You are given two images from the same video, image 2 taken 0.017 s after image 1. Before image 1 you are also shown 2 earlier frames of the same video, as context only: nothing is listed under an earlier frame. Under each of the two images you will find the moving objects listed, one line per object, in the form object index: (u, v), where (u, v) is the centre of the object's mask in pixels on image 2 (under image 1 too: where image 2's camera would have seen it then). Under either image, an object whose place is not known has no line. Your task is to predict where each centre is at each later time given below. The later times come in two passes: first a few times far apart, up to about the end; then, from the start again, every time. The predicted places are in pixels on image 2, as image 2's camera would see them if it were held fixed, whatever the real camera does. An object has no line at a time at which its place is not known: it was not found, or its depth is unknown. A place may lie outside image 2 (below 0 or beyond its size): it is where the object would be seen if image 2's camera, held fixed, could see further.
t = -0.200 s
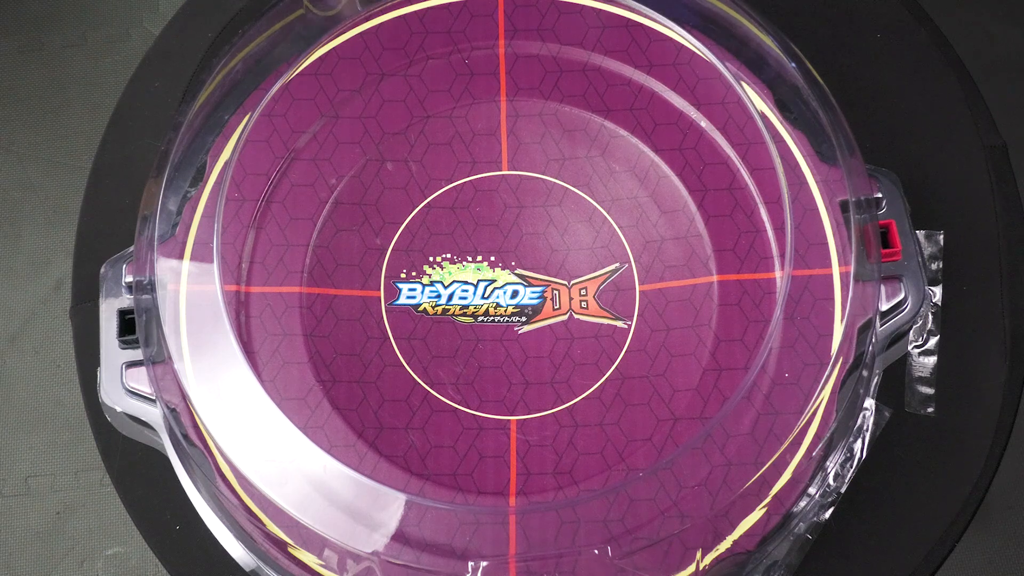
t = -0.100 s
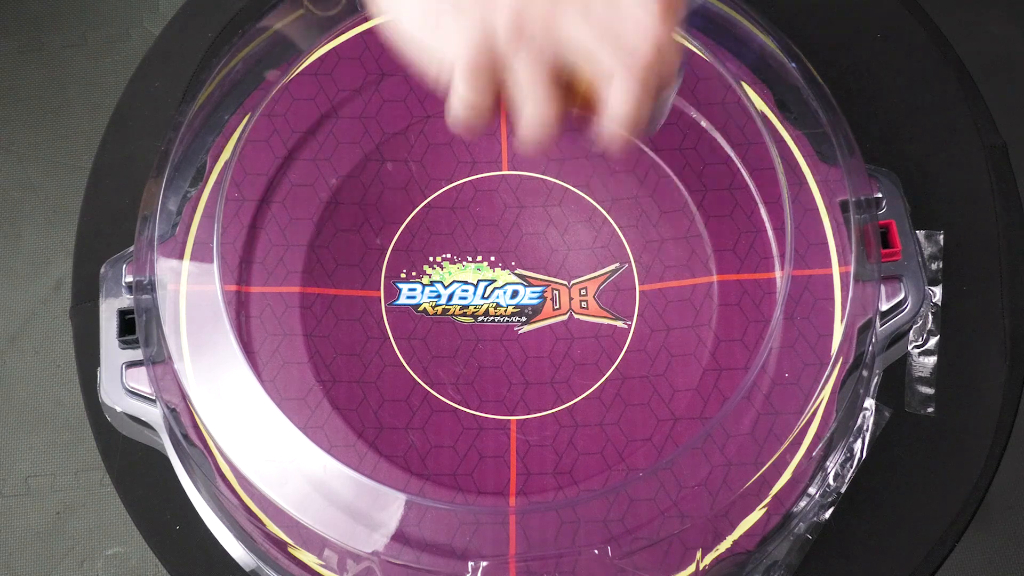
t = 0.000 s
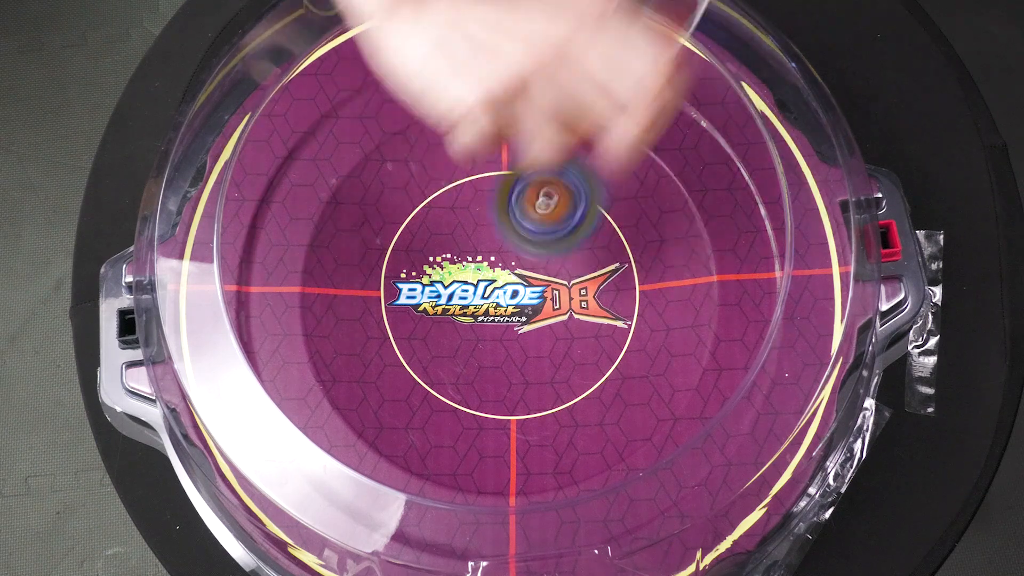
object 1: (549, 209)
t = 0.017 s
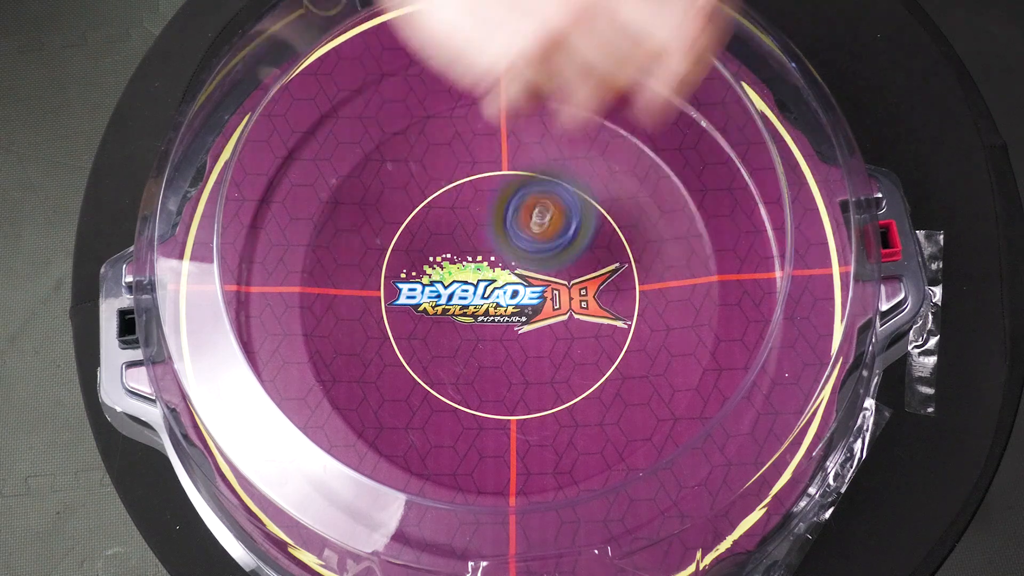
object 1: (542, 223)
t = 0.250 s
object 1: (471, 253)
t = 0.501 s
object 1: (518, 280)
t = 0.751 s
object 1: (526, 279)
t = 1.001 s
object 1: (461, 299)
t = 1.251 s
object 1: (523, 279)
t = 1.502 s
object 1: (497, 271)
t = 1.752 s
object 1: (512, 330)
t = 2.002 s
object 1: (543, 247)
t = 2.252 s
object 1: (445, 243)
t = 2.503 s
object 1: (527, 355)
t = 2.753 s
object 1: (582, 223)
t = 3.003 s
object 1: (417, 209)
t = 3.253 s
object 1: (498, 388)
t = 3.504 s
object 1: (654, 277)
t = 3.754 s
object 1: (470, 170)
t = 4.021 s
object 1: (416, 358)
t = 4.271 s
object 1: (619, 339)
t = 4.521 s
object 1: (567, 145)
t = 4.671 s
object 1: (427, 165)
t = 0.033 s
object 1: (539, 236)
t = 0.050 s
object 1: (533, 250)
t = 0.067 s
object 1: (527, 247)
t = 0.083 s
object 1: (520, 242)
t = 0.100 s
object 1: (514, 239)
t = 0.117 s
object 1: (506, 238)
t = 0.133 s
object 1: (500, 238)
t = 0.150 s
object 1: (494, 239)
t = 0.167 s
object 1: (489, 243)
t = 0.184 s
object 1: (483, 247)
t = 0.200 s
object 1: (479, 254)
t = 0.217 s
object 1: (475, 256)
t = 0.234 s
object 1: (473, 255)
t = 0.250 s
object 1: (471, 253)
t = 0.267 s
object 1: (469, 254)
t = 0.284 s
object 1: (469, 256)
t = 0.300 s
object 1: (468, 259)
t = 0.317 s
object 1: (469, 264)
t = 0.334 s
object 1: (469, 267)
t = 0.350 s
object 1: (473, 266)
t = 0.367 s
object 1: (478, 266)
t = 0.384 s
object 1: (483, 267)
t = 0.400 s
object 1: (488, 270)
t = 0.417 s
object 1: (494, 275)
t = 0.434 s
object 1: (500, 280)
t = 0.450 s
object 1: (504, 280)
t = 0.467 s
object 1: (508, 280)
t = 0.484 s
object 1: (513, 279)
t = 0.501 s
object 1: (518, 280)
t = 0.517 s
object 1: (523, 280)
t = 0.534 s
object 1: (527, 280)
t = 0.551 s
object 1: (532, 282)
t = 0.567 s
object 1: (535, 283)
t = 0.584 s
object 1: (536, 283)
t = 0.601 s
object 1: (539, 285)
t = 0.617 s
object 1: (541, 287)
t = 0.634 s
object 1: (542, 286)
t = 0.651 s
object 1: (541, 286)
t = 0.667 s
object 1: (540, 285)
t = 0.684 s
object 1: (539, 284)
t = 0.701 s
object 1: (537, 283)
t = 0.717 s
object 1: (534, 282)
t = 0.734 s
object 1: (531, 280)
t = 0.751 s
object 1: (526, 279)
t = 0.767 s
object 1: (520, 278)
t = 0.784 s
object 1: (515, 277)
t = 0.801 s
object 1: (508, 277)
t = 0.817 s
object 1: (502, 277)
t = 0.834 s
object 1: (495, 277)
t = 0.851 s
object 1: (488, 278)
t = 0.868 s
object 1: (482, 279)
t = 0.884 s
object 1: (475, 281)
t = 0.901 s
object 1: (470, 282)
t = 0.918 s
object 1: (465, 286)
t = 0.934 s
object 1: (462, 287)
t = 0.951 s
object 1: (461, 288)
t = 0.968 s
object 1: (460, 294)
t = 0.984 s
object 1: (460, 298)
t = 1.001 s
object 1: (461, 299)
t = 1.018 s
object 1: (464, 299)
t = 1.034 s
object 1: (467, 301)
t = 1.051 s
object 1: (470, 303)
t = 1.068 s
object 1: (474, 303)
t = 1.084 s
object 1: (480, 302)
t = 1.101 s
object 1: (485, 301)
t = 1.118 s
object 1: (492, 301)
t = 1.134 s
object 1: (498, 299)
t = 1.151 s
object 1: (502, 296)
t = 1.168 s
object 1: (507, 294)
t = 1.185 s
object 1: (511, 291)
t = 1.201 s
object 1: (515, 288)
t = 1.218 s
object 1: (519, 284)
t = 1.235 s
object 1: (521, 282)
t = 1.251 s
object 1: (523, 279)
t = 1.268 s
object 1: (525, 277)
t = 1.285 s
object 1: (526, 274)
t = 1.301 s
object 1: (526, 273)
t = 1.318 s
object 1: (526, 271)
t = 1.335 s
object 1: (526, 269)
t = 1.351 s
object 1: (525, 267)
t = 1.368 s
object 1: (523, 265)
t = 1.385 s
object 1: (521, 265)
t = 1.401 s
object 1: (519, 265)
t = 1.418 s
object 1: (516, 265)
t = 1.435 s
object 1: (512, 264)
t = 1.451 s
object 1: (508, 265)
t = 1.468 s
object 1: (505, 266)
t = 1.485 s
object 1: (500, 268)
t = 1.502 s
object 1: (497, 271)
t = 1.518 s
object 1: (491, 273)
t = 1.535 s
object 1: (487, 277)
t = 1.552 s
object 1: (483, 282)
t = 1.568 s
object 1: (479, 286)
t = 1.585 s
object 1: (477, 291)
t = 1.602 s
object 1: (476, 296)
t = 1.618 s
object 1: (476, 301)
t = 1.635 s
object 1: (478, 305)
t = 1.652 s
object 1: (480, 311)
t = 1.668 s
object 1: (484, 315)
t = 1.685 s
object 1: (488, 320)
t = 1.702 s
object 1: (494, 324)
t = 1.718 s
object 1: (500, 327)
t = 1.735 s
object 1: (506, 328)
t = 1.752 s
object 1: (512, 330)
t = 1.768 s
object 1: (518, 331)
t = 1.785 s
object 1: (524, 329)
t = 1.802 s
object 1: (530, 327)
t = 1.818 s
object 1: (536, 323)
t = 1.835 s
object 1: (541, 318)
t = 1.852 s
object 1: (546, 314)
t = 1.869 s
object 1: (549, 307)
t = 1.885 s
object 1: (550, 300)
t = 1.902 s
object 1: (553, 293)
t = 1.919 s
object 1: (554, 288)
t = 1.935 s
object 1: (552, 279)
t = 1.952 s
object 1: (552, 271)
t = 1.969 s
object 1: (549, 262)
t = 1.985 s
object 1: (546, 254)
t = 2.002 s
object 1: (543, 247)
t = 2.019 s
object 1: (538, 242)
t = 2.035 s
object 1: (531, 235)
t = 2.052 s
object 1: (524, 230)
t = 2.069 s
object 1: (516, 225)
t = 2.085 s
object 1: (507, 221)
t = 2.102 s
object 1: (499, 218)
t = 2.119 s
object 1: (490, 218)
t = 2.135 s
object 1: (482, 217)
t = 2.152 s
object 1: (475, 217)
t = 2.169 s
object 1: (467, 218)
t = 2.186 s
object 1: (460, 221)
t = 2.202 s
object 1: (454, 225)
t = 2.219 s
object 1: (449, 232)
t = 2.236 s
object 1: (446, 236)
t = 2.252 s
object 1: (445, 243)
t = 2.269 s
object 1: (442, 252)
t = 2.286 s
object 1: (440, 263)
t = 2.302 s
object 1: (440, 272)
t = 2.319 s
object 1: (442, 285)
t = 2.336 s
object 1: (445, 299)
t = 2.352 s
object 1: (447, 312)
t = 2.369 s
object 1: (452, 321)
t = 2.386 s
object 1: (458, 331)
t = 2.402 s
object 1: (463, 339)
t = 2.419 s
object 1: (472, 345)
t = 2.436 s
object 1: (482, 351)
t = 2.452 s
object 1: (492, 355)
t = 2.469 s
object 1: (504, 357)
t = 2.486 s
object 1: (516, 359)
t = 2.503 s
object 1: (527, 355)
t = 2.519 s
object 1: (538, 353)
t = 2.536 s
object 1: (549, 351)
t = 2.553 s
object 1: (559, 348)
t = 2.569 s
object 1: (569, 338)
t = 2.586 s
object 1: (577, 329)
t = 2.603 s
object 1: (584, 321)
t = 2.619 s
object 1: (589, 313)
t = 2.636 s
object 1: (593, 299)
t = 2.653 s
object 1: (595, 287)
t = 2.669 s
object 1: (597, 277)
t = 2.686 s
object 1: (598, 267)
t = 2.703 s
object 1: (594, 254)
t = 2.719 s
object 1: (590, 242)
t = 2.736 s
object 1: (587, 232)
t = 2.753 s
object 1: (582, 223)
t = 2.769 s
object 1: (572, 213)
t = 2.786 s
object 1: (562, 204)
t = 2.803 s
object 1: (553, 197)
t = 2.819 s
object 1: (541, 190)
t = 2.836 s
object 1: (529, 184)
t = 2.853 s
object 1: (516, 181)
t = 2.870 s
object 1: (503, 177)
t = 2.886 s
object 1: (489, 177)
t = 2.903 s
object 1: (477, 176)
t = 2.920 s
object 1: (465, 178)
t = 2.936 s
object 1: (454, 181)
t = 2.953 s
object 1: (444, 185)
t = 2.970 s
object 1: (435, 192)
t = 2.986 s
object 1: (426, 200)
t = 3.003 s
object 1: (417, 209)
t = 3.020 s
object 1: (410, 220)
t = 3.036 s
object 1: (404, 232)
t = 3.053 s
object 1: (400, 245)
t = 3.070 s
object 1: (398, 258)
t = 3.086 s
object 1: (397, 274)
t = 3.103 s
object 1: (398, 289)
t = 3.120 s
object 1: (401, 304)
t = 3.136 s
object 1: (406, 320)
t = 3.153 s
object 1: (415, 336)
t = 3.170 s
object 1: (425, 349)
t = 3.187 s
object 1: (437, 360)
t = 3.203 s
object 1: (451, 369)
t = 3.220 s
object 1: (466, 376)
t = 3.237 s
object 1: (482, 384)
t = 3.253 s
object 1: (498, 388)
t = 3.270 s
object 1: (515, 392)
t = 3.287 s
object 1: (531, 395)
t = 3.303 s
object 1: (547, 394)
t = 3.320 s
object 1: (563, 392)
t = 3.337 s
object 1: (579, 390)
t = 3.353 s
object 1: (593, 384)
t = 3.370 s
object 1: (606, 377)
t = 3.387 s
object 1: (617, 369)
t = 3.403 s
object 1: (628, 360)
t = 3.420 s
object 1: (638, 348)
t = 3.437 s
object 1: (644, 335)
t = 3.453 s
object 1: (649, 320)
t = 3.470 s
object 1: (653, 305)
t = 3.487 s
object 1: (655, 291)
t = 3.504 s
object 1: (654, 277)
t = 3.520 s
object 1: (651, 261)
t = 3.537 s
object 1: (647, 246)
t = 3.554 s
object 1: (642, 233)
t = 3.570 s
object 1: (634, 219)
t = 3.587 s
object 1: (623, 206)
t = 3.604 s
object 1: (612, 196)
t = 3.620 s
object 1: (599, 186)
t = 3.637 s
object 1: (587, 179)
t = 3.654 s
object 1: (571, 173)
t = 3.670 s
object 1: (555, 168)
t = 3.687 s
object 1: (539, 165)
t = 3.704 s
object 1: (521, 164)
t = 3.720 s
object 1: (504, 164)
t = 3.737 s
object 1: (487, 167)
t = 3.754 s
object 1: (470, 170)
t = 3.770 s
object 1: (453, 176)
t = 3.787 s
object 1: (439, 182)
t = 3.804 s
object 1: (426, 189)
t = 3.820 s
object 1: (414, 198)
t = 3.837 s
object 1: (404, 208)
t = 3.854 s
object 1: (395, 218)
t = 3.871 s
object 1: (389, 233)
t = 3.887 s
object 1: (385, 243)
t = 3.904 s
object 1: (382, 257)
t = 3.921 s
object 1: (381, 272)
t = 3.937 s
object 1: (382, 288)
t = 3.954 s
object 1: (384, 303)
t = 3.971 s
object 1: (390, 320)
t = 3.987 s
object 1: (397, 334)
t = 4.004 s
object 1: (405, 347)
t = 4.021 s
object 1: (416, 358)
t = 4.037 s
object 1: (428, 368)
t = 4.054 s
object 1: (441, 376)
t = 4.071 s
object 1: (455, 385)
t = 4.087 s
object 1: (469, 389)
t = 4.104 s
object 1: (485, 394)
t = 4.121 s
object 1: (500, 395)
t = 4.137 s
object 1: (515, 395)
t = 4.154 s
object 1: (531, 394)
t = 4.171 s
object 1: (547, 392)
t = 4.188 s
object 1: (561, 386)
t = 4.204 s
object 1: (575, 380)
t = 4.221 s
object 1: (587, 373)
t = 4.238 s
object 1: (599, 363)
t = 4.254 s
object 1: (610, 352)
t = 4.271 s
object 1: (619, 339)
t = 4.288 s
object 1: (627, 327)
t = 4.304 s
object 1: (633, 312)
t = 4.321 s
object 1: (638, 295)
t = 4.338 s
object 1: (641, 279)
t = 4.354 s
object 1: (641, 263)
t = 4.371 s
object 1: (642, 247)
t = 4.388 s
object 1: (639, 233)
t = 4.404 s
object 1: (635, 218)
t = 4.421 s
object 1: (629, 205)
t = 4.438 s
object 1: (621, 191)
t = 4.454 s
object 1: (611, 179)
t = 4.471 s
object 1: (602, 169)
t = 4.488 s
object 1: (591, 159)
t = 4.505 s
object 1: (580, 151)
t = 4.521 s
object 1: (567, 145)
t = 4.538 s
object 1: (553, 140)
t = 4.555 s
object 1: (539, 137)
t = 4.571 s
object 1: (522, 136)
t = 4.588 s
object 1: (507, 137)
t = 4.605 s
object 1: (491, 139)
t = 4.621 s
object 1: (473, 143)
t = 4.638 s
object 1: (457, 149)
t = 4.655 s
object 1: (442, 156)
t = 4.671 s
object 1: (427, 165)
